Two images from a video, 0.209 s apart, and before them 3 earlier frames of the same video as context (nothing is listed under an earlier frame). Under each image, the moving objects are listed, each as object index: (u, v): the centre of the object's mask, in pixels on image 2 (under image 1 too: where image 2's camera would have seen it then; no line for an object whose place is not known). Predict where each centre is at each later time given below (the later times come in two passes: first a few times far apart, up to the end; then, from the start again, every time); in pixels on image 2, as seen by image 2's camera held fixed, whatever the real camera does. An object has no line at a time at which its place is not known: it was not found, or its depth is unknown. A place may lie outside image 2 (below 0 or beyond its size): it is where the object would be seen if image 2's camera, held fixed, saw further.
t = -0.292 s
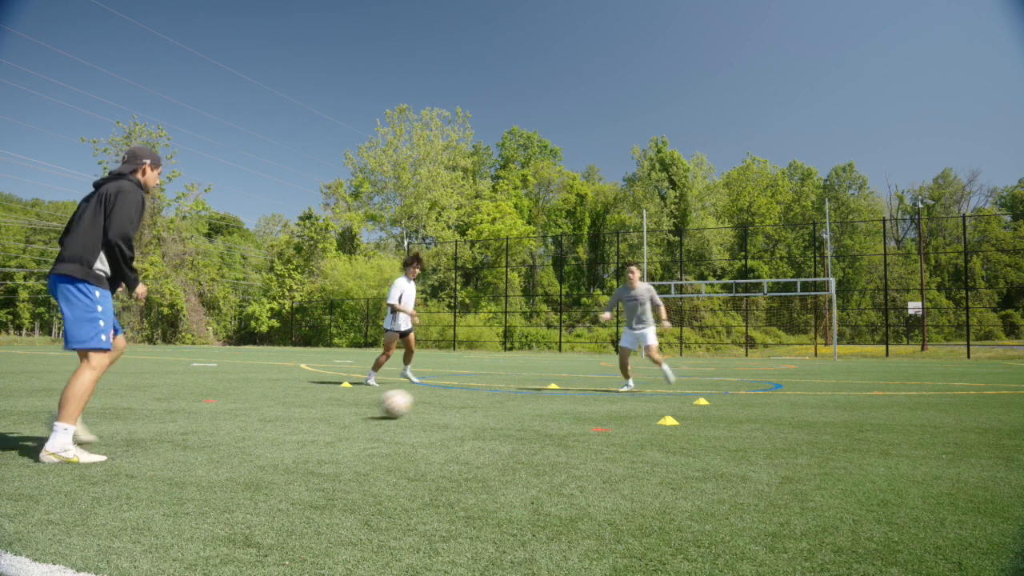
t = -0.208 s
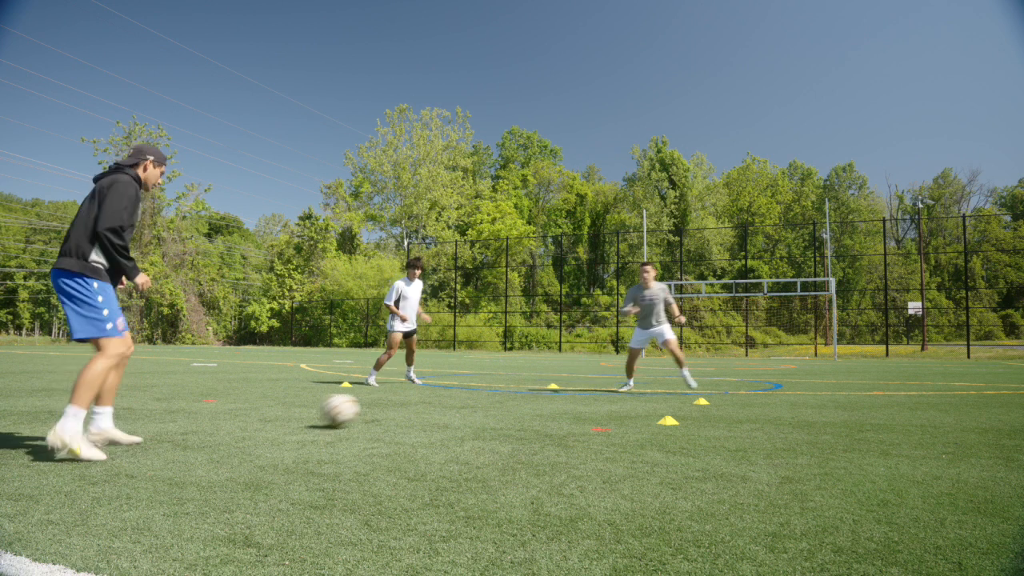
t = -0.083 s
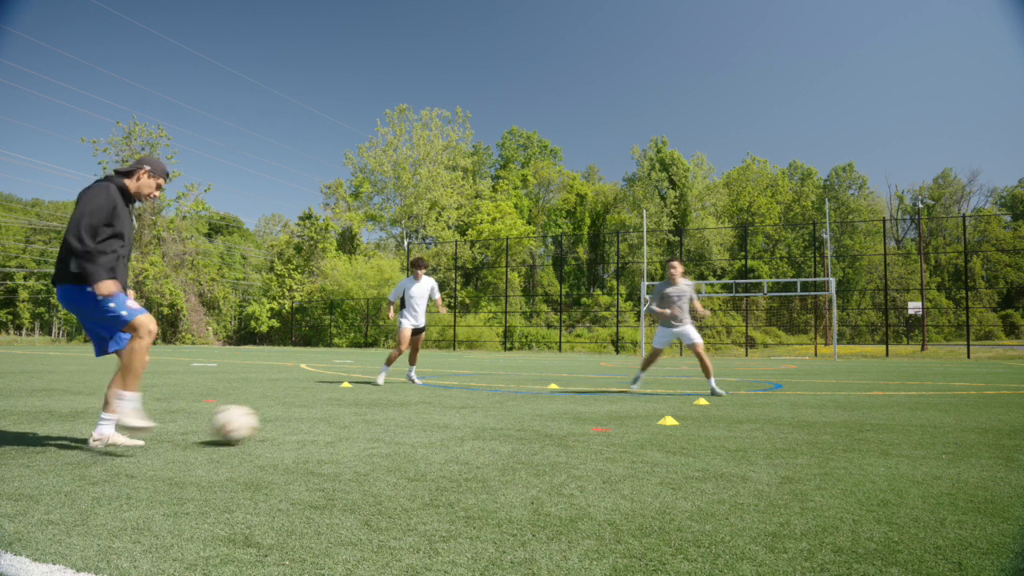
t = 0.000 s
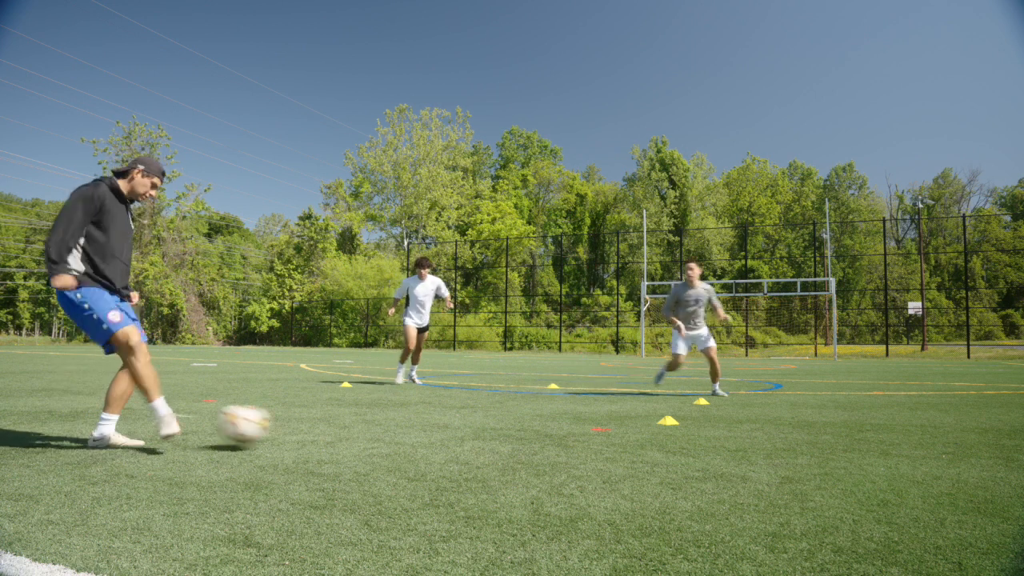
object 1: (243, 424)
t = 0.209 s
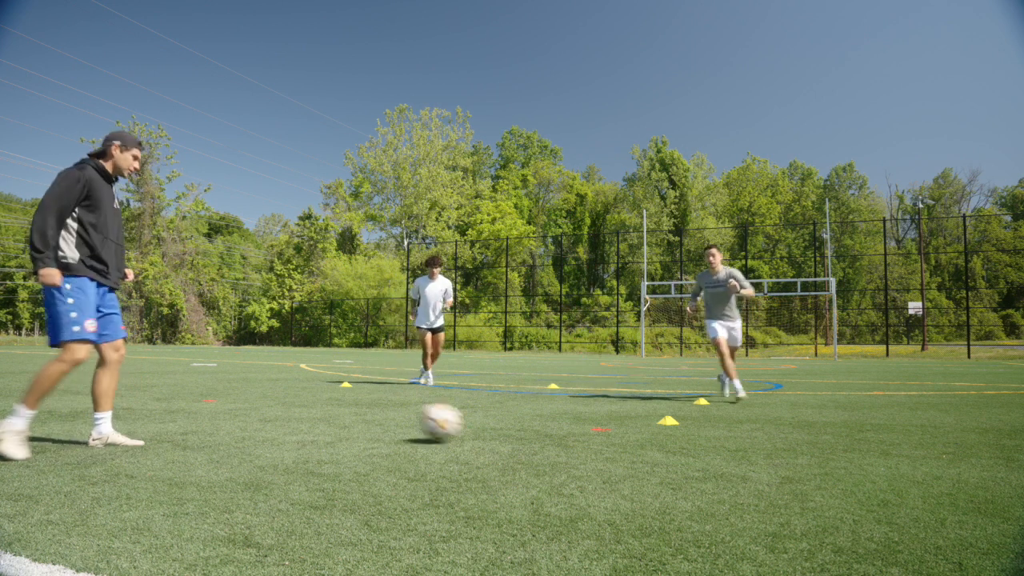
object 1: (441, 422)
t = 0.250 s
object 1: (472, 423)
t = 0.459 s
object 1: (592, 418)
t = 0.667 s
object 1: (676, 416)
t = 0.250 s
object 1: (472, 423)
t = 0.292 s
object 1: (500, 419)
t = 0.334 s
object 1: (525, 417)
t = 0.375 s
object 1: (548, 418)
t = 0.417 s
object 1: (572, 420)
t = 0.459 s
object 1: (592, 418)
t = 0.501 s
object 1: (611, 418)
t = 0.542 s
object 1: (629, 417)
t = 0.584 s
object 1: (644, 415)
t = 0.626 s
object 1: (660, 417)
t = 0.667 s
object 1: (676, 416)
